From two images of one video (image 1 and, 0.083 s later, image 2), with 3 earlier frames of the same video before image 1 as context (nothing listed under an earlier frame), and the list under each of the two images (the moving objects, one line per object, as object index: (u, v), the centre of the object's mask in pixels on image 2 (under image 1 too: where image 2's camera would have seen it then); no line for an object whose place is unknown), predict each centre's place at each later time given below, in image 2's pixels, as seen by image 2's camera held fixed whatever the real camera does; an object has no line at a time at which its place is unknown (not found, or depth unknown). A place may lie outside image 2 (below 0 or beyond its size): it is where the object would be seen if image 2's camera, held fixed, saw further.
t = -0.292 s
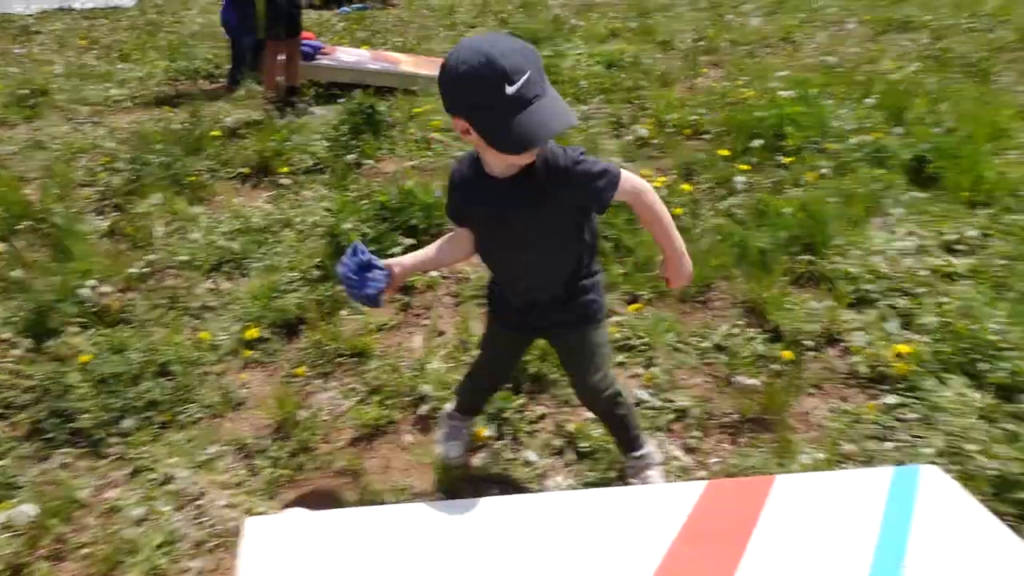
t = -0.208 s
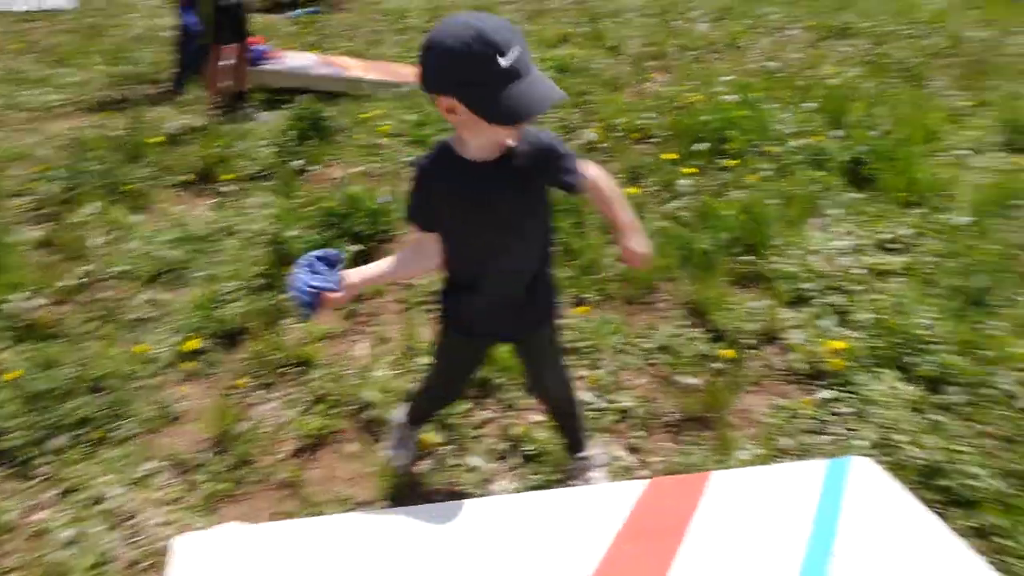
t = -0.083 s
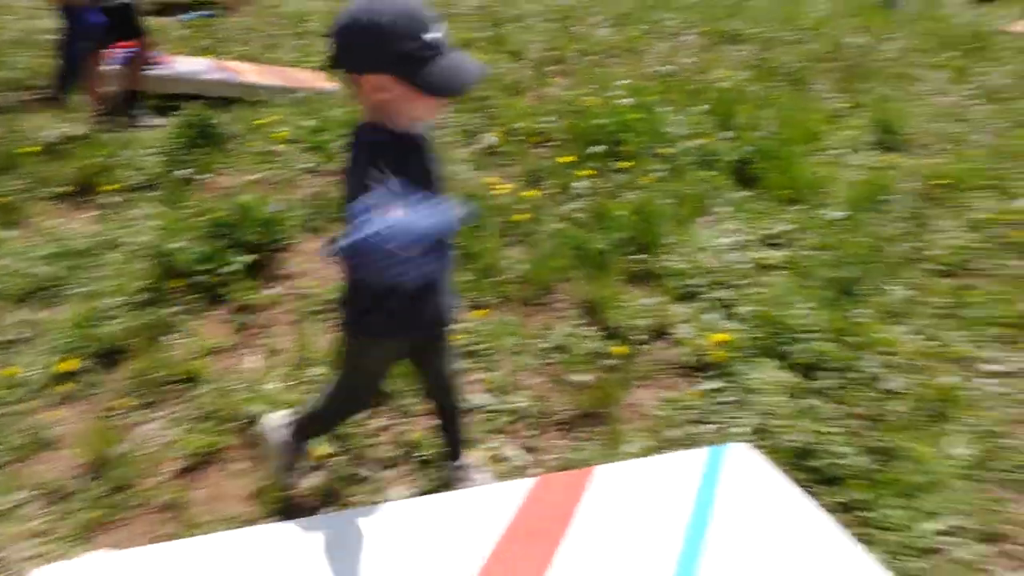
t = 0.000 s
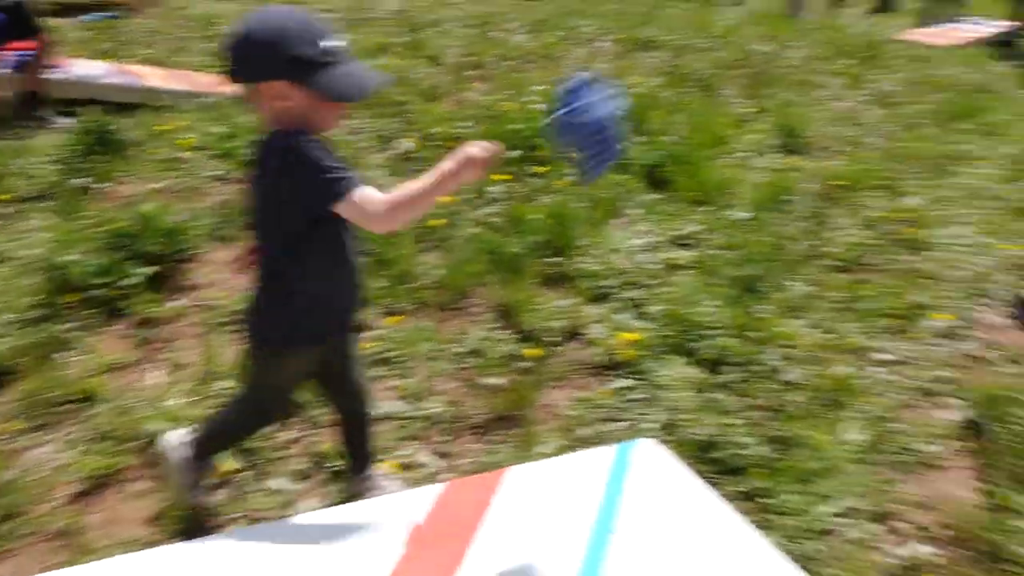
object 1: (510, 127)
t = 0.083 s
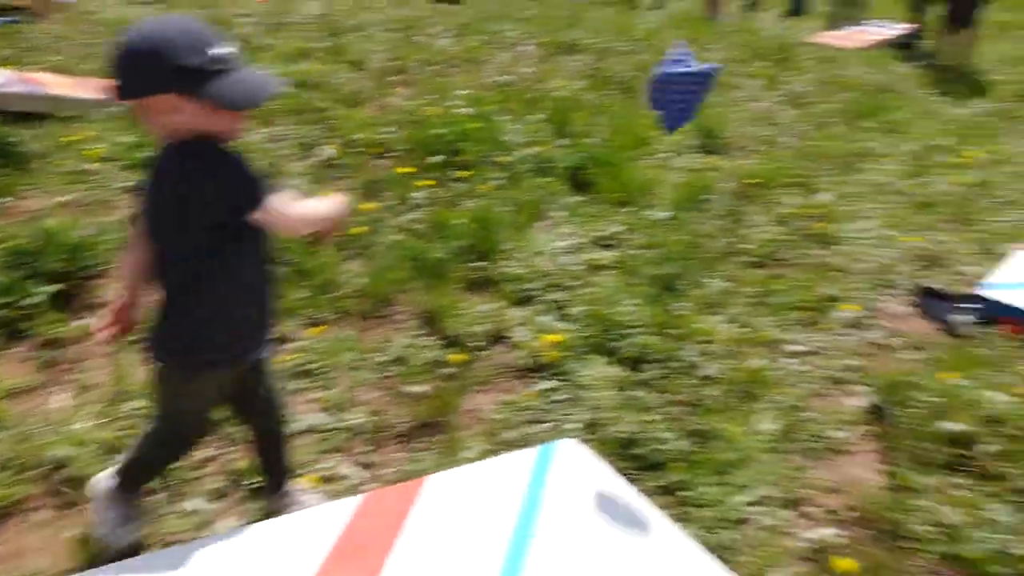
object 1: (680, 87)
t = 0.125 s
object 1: (740, 86)
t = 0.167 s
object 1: (787, 93)
